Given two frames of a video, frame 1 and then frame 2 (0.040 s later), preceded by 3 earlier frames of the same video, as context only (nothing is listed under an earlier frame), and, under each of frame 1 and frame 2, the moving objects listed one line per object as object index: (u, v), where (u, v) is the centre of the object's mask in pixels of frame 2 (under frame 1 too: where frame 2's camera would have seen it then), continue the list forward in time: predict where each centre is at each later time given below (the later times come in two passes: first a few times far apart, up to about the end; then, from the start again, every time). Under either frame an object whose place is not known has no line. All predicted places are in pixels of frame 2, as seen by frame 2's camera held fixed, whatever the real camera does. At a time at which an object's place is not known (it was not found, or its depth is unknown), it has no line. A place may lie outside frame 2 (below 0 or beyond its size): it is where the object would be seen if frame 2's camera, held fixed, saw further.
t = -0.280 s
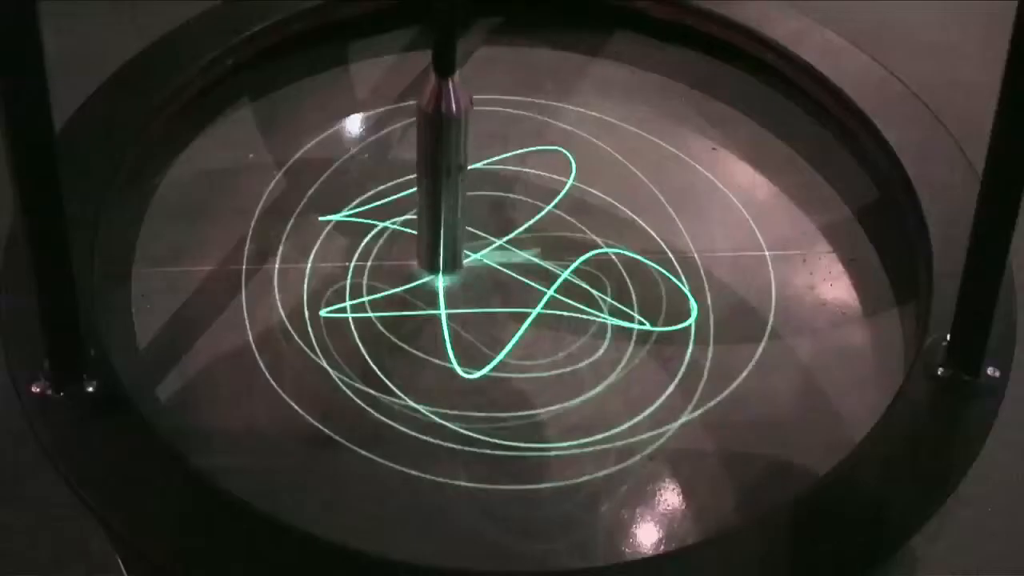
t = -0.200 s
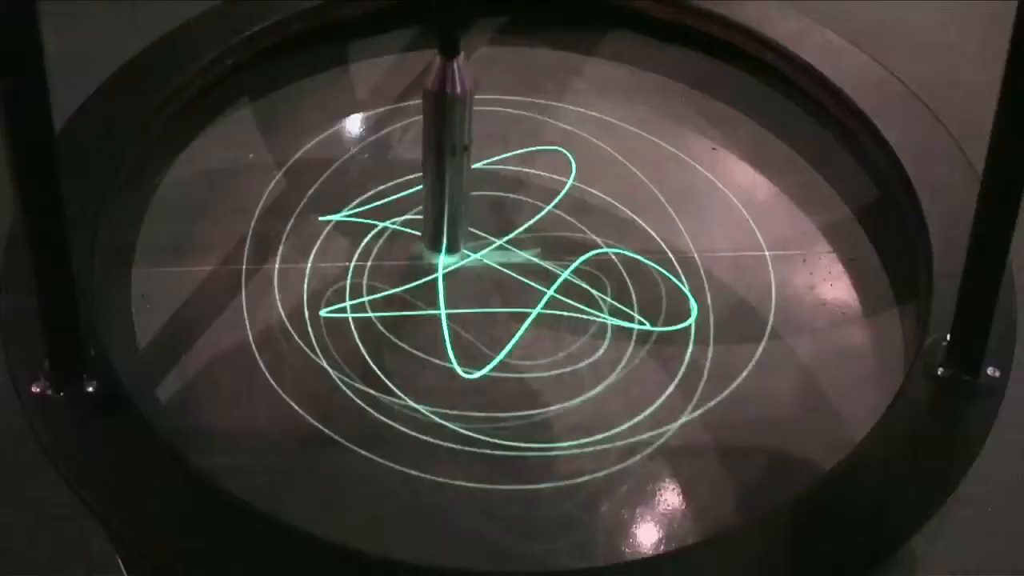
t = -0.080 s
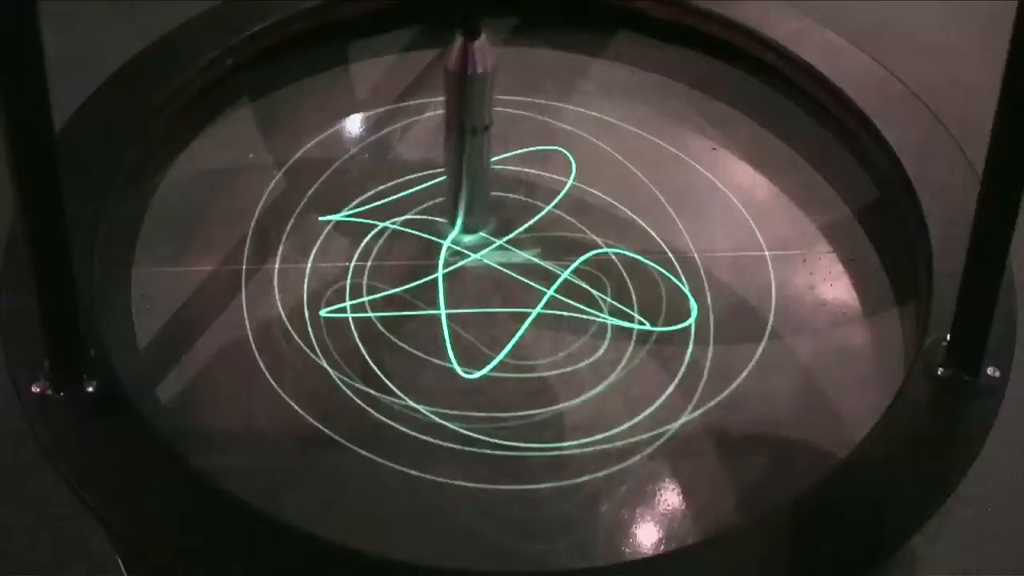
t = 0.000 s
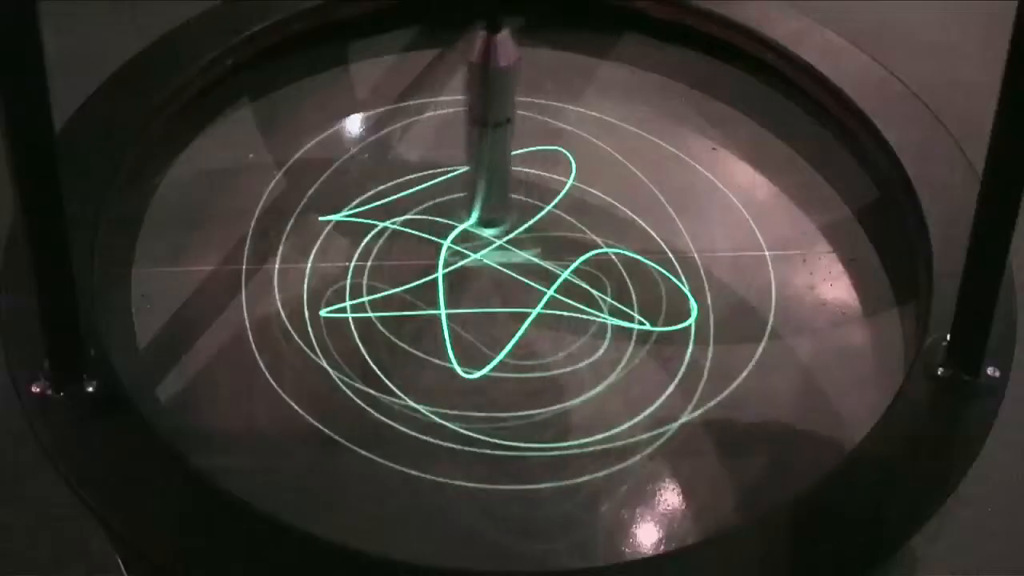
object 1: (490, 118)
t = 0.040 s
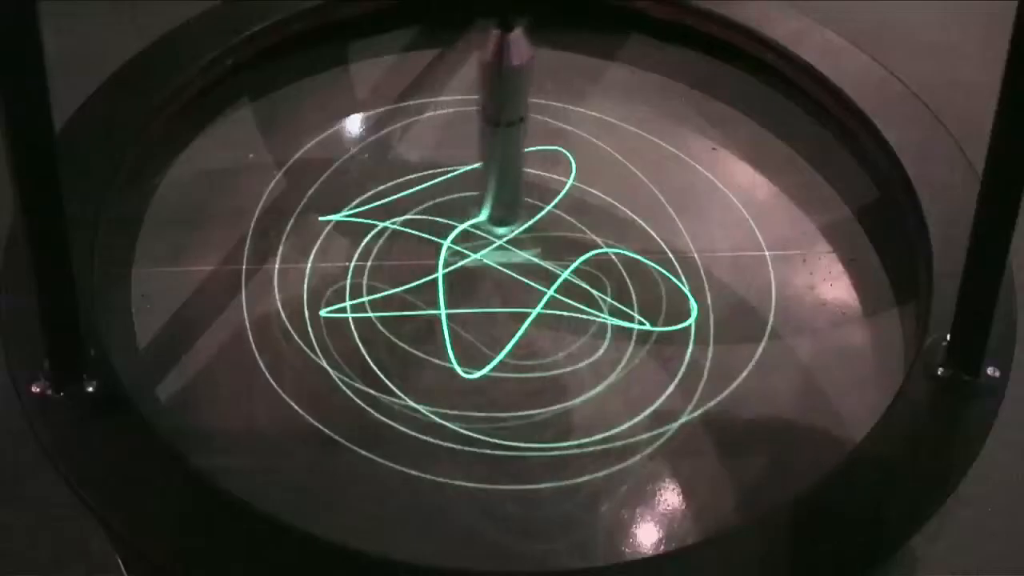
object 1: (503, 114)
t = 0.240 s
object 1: (574, 119)
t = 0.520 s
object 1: (622, 146)
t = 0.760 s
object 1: (588, 178)
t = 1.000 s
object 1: (511, 189)
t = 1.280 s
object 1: (461, 160)
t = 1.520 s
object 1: (471, 124)
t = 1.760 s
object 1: (490, 131)
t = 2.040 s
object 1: (515, 182)
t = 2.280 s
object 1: (547, 229)
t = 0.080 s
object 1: (517, 113)
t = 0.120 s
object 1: (531, 113)
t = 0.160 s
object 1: (546, 116)
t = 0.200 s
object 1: (561, 118)
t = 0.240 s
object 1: (574, 119)
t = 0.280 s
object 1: (586, 120)
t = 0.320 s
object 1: (597, 124)
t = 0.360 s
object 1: (605, 128)
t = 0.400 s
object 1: (612, 133)
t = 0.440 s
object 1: (617, 137)
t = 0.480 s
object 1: (620, 141)
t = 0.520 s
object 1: (622, 146)
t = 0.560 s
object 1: (621, 151)
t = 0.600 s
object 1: (618, 156)
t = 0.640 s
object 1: (613, 162)
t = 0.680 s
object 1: (607, 166)
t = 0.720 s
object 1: (599, 171)
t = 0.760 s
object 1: (588, 178)
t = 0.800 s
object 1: (576, 183)
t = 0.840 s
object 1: (564, 185)
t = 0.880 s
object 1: (550, 187)
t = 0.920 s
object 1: (536, 188)
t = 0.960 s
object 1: (523, 190)
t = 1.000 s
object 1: (511, 189)
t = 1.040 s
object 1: (500, 186)
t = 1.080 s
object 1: (490, 184)
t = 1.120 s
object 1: (481, 181)
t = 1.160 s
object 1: (473, 175)
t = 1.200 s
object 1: (467, 172)
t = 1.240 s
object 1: (463, 166)
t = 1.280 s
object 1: (461, 160)
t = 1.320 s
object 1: (460, 153)
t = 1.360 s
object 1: (462, 148)
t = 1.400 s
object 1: (464, 138)
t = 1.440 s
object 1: (466, 132)
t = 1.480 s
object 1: (469, 127)
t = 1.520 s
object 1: (471, 124)
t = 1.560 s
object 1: (474, 122)
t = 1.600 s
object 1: (476, 120)
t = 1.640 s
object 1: (480, 125)
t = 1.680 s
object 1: (483, 127)
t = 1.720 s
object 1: (486, 128)
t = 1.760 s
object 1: (490, 131)
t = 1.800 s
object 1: (493, 136)
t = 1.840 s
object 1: (496, 143)
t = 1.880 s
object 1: (499, 152)
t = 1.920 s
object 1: (503, 161)
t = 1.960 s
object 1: (506, 168)
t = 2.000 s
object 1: (510, 175)
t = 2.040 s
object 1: (515, 182)
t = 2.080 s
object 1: (520, 191)
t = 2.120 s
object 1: (526, 198)
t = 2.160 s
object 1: (531, 207)
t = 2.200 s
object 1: (536, 215)
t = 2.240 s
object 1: (541, 223)
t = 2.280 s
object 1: (547, 229)
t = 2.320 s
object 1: (553, 236)
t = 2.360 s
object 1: (559, 241)
